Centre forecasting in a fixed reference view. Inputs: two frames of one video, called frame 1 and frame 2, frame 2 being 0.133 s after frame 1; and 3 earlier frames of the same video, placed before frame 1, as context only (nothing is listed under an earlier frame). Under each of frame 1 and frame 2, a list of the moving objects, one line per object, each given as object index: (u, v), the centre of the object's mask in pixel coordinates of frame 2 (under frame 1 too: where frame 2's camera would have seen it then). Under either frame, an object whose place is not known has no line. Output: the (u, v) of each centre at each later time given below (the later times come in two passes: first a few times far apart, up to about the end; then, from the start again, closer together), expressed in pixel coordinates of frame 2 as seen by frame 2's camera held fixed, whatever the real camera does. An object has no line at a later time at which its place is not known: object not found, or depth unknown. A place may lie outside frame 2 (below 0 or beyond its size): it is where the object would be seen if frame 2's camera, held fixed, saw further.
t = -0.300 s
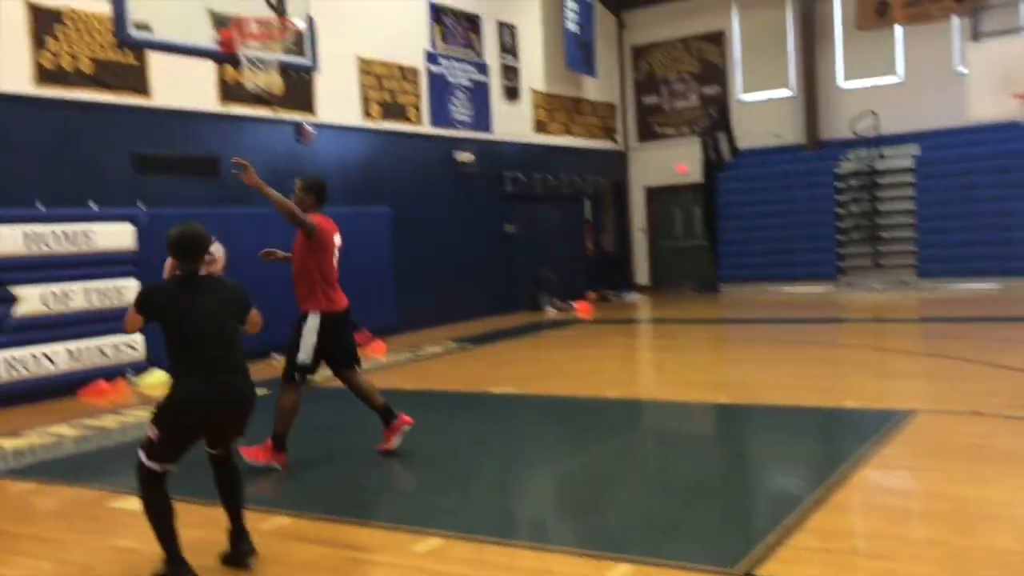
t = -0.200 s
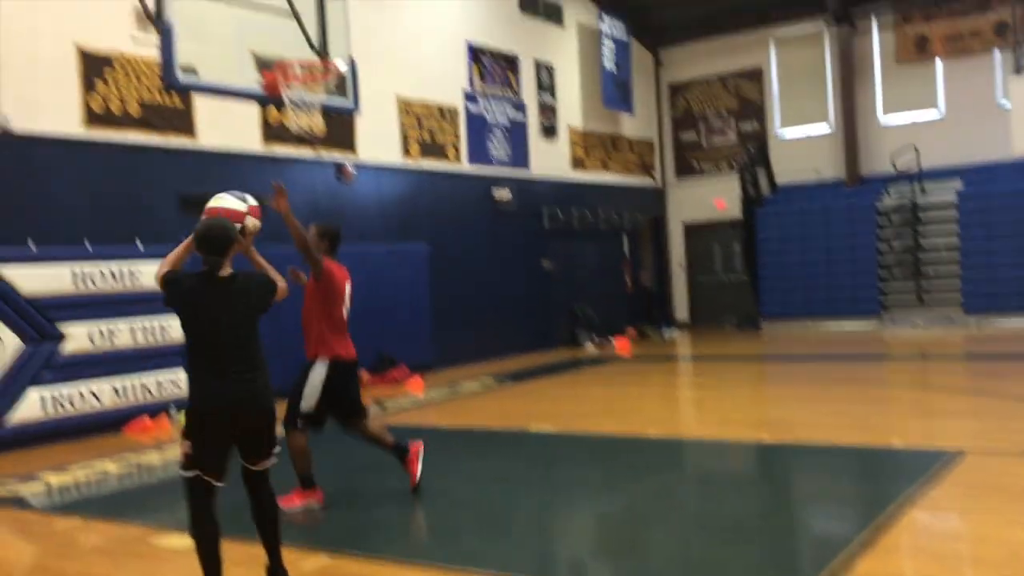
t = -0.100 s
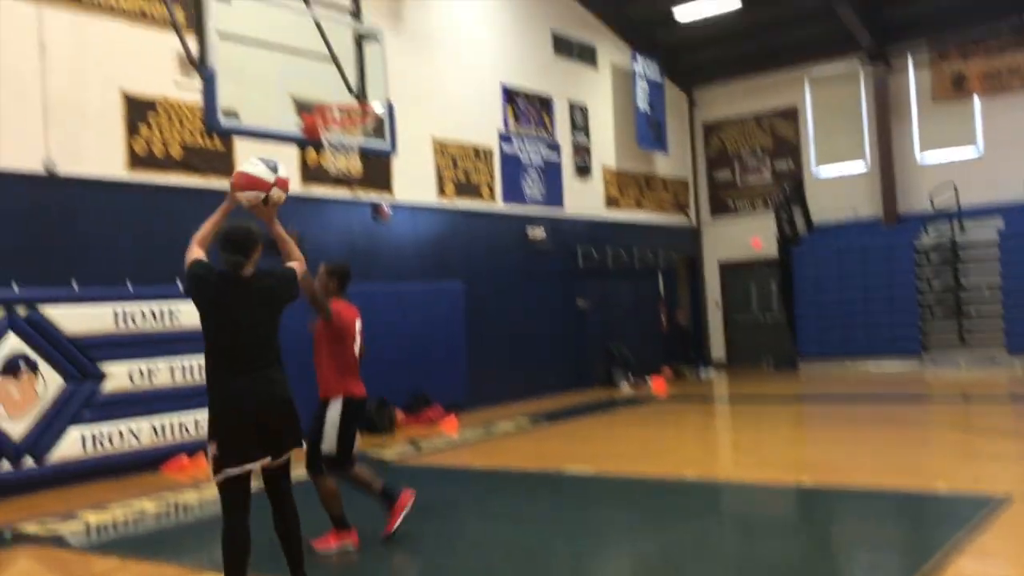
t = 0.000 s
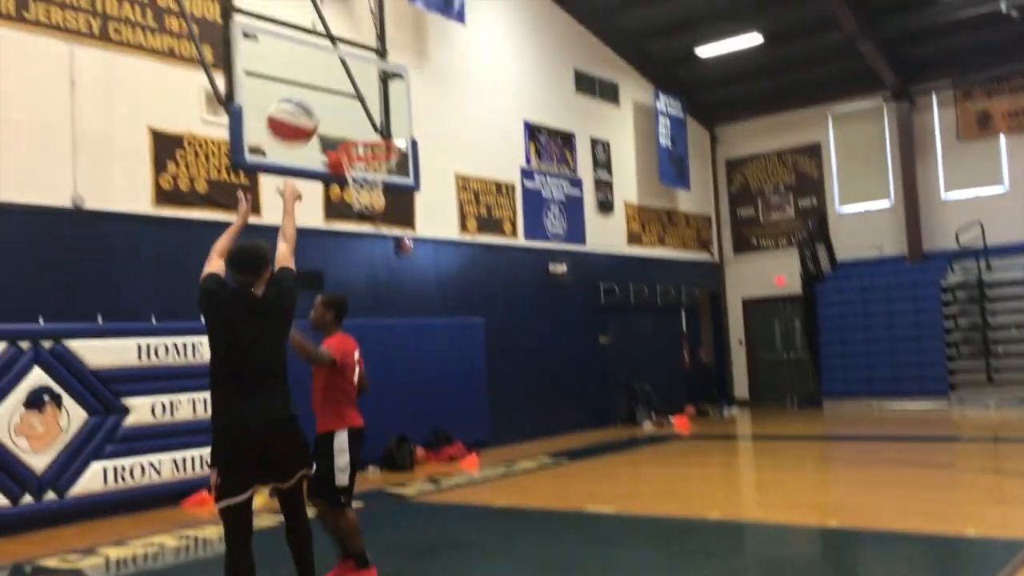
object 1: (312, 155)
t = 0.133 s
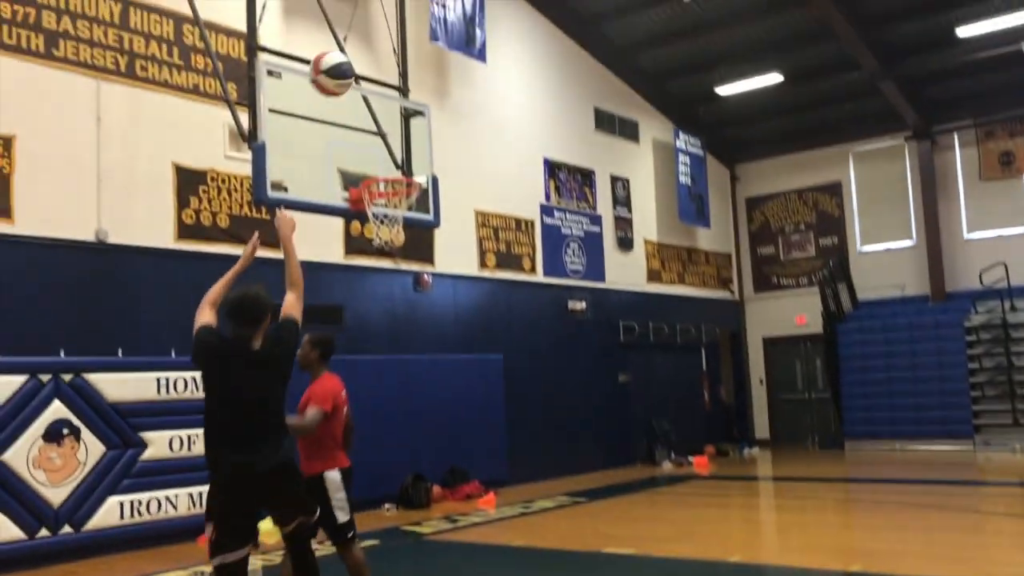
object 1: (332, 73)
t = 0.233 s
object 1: (343, 40)
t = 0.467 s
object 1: (365, 30)
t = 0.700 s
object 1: (385, 92)
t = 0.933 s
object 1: (402, 157)
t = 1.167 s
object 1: (414, 156)
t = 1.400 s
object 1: (423, 172)
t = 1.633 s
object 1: (437, 202)
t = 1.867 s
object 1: (452, 290)
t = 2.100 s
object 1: (469, 439)
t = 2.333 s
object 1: (482, 487)
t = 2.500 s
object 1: (488, 414)
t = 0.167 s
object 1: (336, 60)
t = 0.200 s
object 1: (339, 49)
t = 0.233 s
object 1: (343, 40)
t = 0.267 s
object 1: (346, 33)
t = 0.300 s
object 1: (350, 28)
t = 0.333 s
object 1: (353, 26)
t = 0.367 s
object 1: (356, 25)
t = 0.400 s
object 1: (359, 25)
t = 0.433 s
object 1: (362, 27)
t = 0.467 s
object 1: (365, 30)
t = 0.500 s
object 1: (368, 35)
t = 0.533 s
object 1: (371, 42)
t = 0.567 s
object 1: (374, 48)
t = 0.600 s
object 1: (377, 57)
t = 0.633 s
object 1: (380, 68)
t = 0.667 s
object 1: (384, 79)
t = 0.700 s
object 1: (385, 92)
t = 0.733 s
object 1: (388, 104)
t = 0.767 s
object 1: (392, 119)
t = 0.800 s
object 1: (395, 134)
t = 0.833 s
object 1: (397, 152)
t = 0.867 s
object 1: (400, 169)
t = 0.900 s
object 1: (401, 165)
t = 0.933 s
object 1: (402, 157)
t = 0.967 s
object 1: (403, 154)
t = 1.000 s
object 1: (405, 150)
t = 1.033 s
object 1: (407, 149)
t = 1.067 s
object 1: (408, 149)
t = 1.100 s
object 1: (410, 150)
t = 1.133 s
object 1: (412, 152)
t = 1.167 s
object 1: (414, 156)
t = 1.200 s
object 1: (415, 161)
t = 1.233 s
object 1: (417, 166)
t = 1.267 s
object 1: (419, 170)
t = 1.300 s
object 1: (420, 168)
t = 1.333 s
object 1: (420, 168)
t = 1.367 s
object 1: (422, 170)
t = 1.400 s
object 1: (423, 172)
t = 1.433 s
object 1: (425, 173)
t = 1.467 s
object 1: (427, 175)
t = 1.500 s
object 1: (429, 178)
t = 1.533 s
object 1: (431, 182)
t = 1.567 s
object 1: (433, 187)
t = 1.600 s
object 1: (435, 194)
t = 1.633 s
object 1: (437, 202)
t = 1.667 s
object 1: (439, 211)
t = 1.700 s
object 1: (441, 221)
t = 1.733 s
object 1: (444, 232)
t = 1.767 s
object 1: (445, 244)
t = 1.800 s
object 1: (447, 259)
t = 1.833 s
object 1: (449, 274)
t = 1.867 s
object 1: (452, 290)
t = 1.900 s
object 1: (454, 308)
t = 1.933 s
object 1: (456, 327)
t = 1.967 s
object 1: (459, 348)
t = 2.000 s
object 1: (461, 369)
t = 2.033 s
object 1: (464, 391)
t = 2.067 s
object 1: (466, 415)
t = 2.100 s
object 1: (469, 439)
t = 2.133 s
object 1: (471, 465)
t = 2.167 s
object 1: (475, 492)
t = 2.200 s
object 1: (477, 522)
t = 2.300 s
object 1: (482, 505)
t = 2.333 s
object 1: (482, 487)
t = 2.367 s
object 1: (483, 469)
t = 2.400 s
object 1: (484, 453)
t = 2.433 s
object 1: (485, 439)
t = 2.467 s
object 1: (487, 425)
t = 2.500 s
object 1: (488, 414)
